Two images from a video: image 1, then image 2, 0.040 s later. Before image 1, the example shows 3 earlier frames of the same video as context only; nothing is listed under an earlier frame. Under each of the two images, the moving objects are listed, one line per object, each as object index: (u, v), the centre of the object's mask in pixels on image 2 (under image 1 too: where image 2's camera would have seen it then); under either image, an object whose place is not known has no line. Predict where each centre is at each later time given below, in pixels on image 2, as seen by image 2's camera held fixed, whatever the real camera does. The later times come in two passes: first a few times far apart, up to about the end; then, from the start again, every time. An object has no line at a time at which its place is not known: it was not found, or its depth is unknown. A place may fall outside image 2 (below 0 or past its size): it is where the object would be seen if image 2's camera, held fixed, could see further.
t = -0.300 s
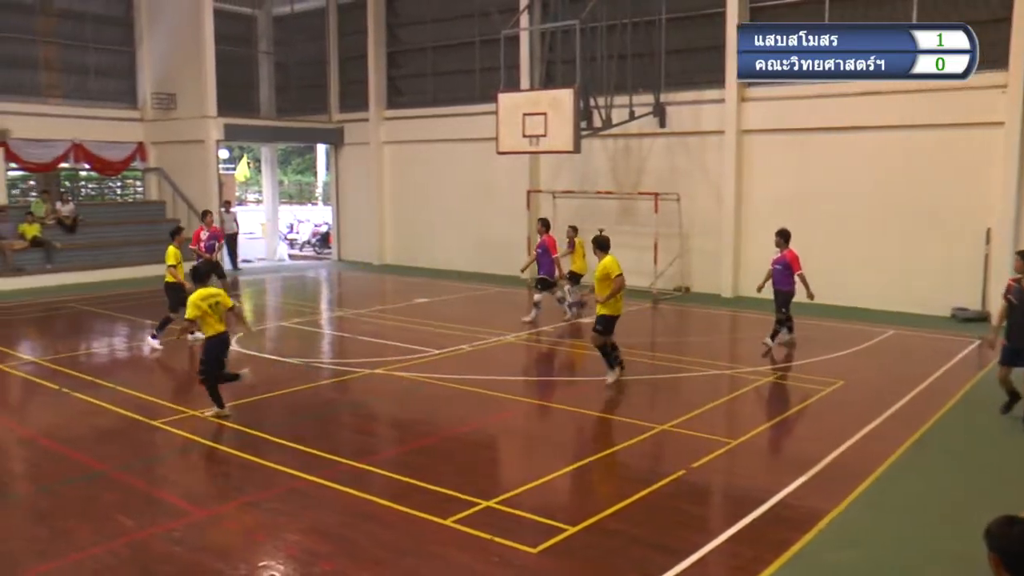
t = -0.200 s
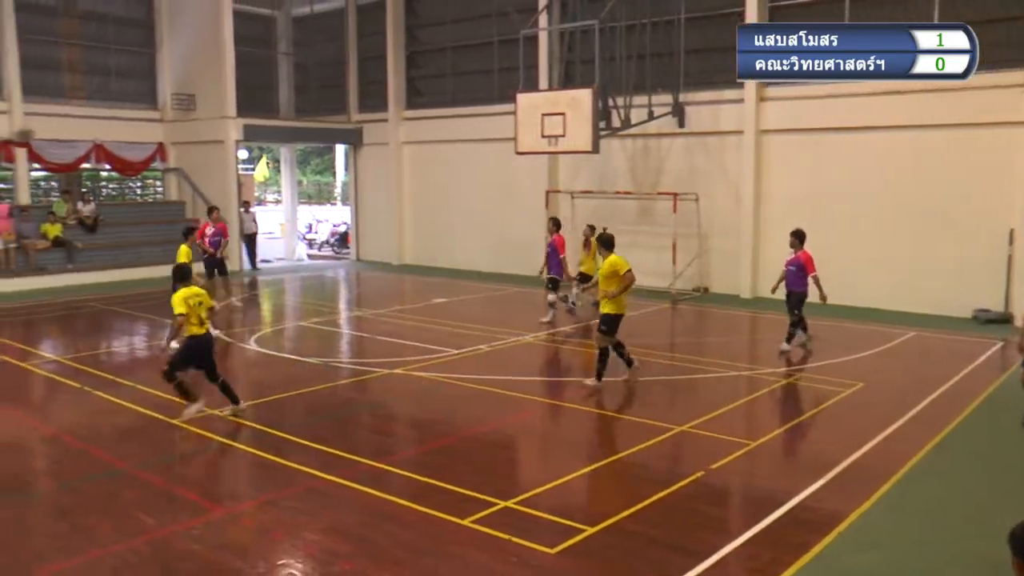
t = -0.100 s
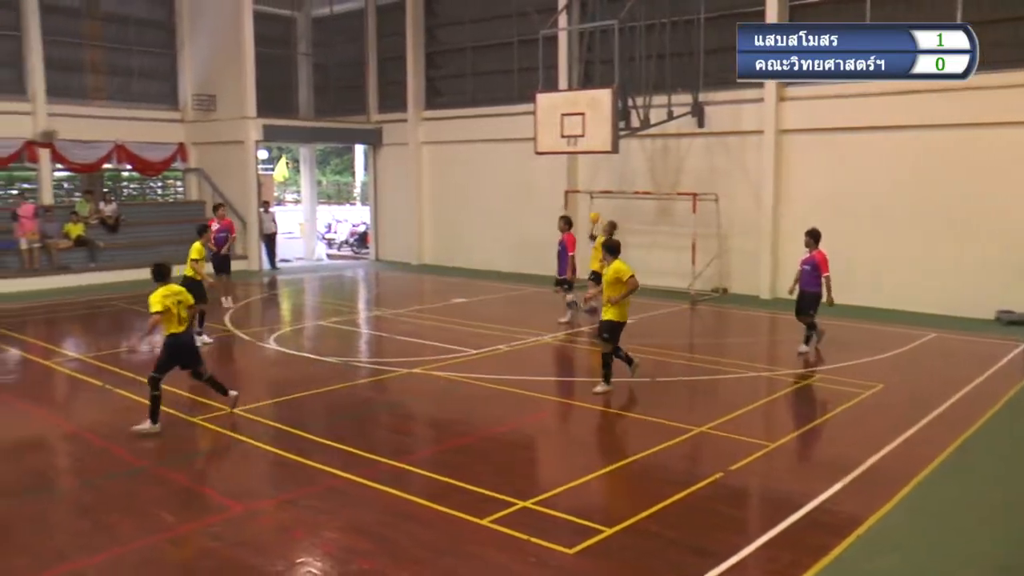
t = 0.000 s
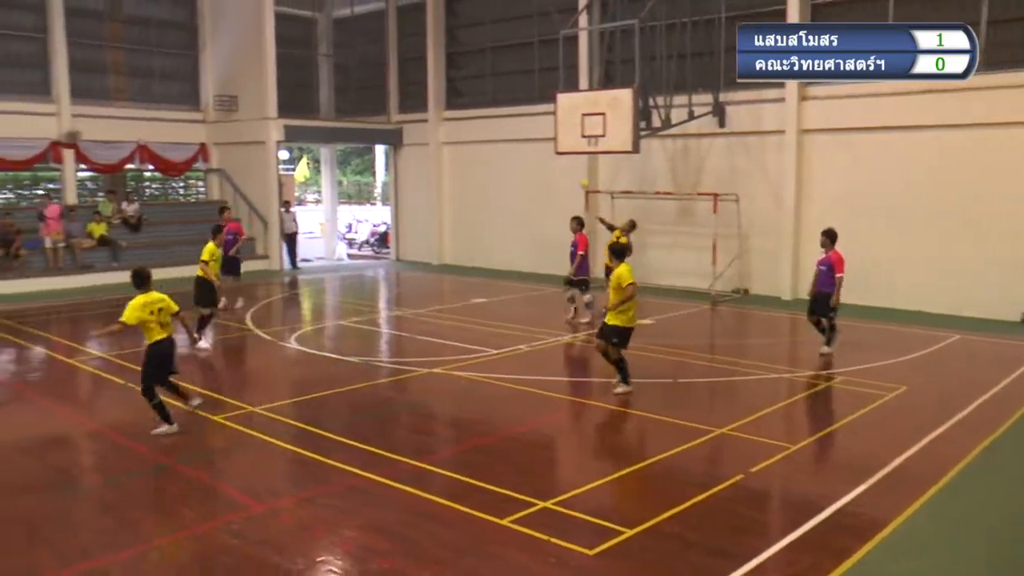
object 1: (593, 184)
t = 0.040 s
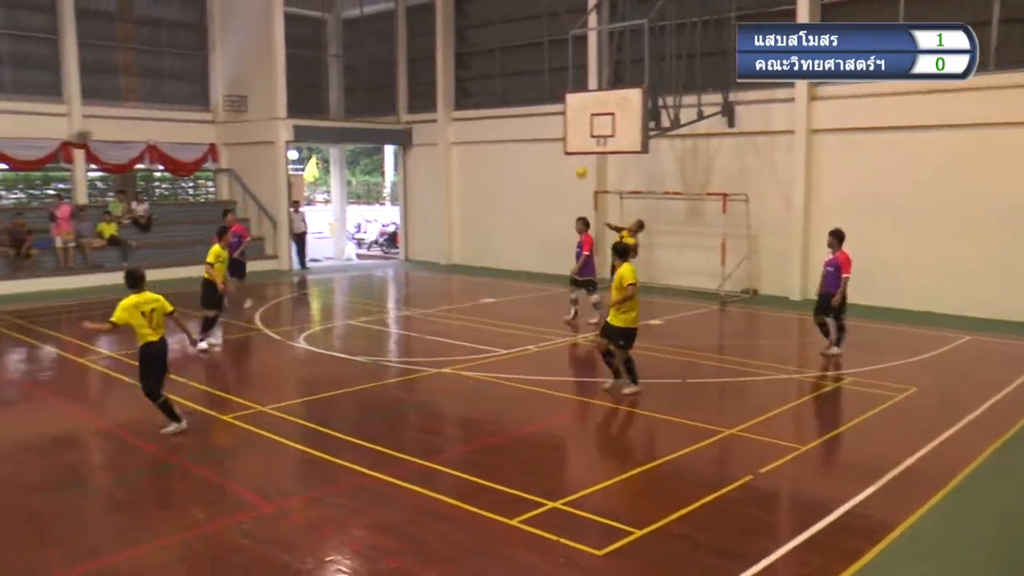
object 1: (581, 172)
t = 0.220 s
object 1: (514, 119)
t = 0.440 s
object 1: (411, 73)
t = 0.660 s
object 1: (278, 56)
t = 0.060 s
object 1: (575, 166)
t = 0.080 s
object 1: (566, 160)
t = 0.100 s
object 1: (558, 154)
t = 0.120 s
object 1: (552, 147)
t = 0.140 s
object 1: (545, 142)
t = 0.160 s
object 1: (537, 135)
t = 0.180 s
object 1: (528, 131)
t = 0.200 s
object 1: (521, 123)
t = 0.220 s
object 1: (514, 119)
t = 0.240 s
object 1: (505, 114)
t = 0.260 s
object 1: (496, 108)
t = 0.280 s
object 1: (488, 104)
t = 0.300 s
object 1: (480, 100)
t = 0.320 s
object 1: (470, 95)
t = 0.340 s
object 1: (462, 91)
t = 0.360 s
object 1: (453, 88)
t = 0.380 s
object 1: (442, 83)
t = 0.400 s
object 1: (433, 80)
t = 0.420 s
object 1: (422, 76)
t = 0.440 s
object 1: (411, 73)
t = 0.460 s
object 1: (400, 70)
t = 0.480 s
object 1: (389, 67)
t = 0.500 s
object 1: (378, 65)
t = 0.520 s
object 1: (367, 63)
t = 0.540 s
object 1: (355, 61)
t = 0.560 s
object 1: (343, 59)
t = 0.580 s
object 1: (330, 57)
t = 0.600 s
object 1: (318, 57)
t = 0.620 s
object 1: (305, 56)
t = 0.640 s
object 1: (292, 55)
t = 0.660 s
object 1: (278, 56)
